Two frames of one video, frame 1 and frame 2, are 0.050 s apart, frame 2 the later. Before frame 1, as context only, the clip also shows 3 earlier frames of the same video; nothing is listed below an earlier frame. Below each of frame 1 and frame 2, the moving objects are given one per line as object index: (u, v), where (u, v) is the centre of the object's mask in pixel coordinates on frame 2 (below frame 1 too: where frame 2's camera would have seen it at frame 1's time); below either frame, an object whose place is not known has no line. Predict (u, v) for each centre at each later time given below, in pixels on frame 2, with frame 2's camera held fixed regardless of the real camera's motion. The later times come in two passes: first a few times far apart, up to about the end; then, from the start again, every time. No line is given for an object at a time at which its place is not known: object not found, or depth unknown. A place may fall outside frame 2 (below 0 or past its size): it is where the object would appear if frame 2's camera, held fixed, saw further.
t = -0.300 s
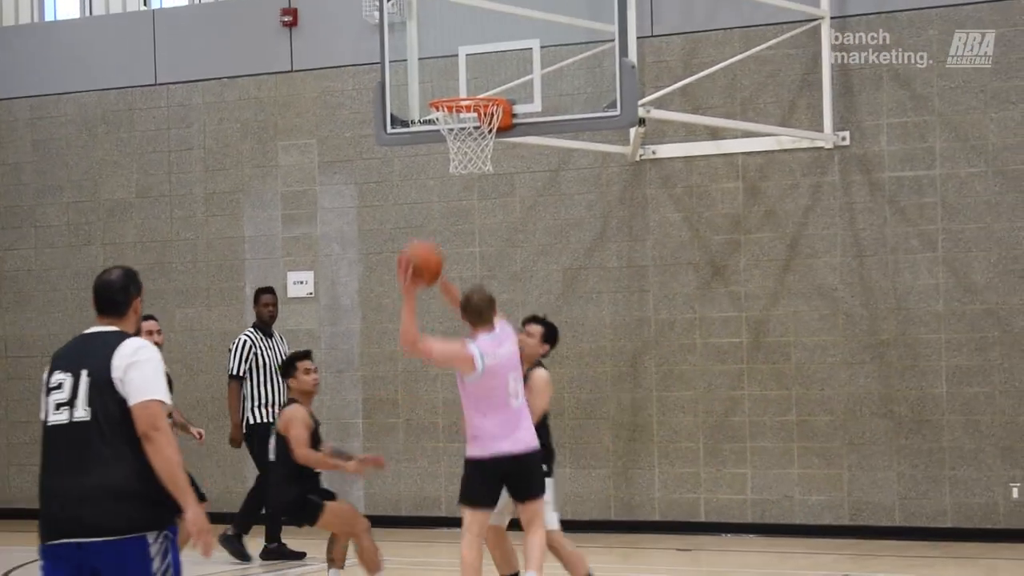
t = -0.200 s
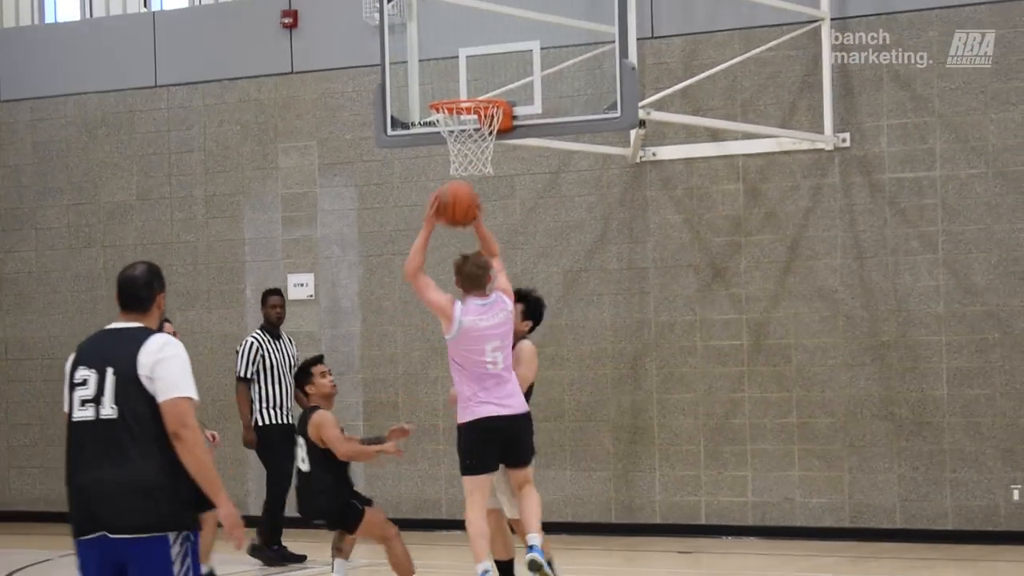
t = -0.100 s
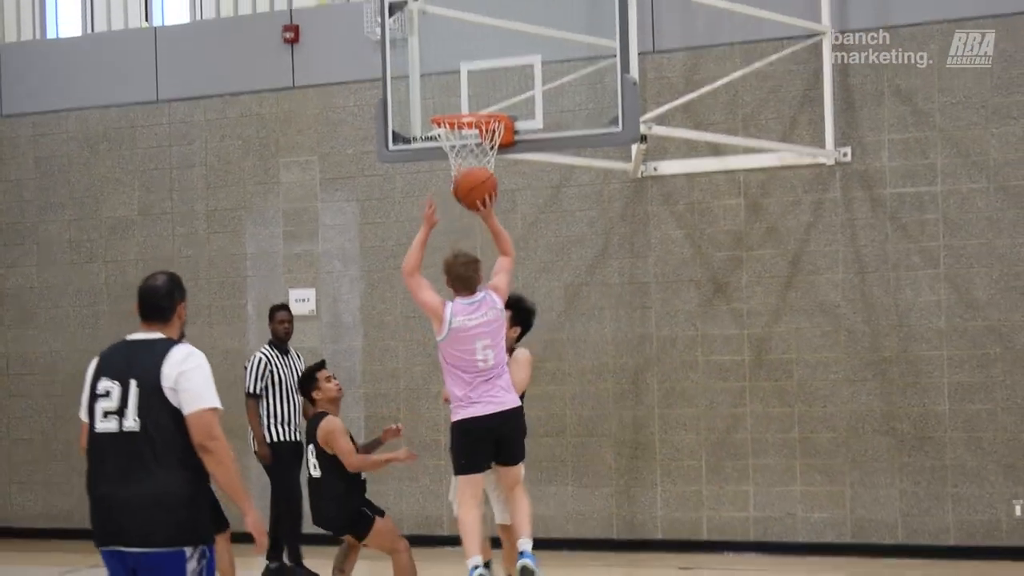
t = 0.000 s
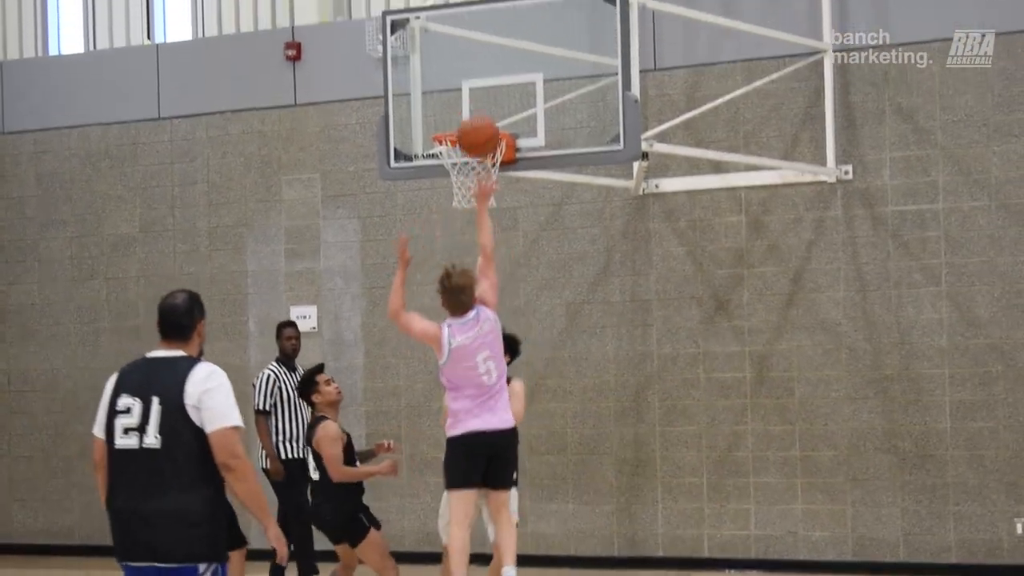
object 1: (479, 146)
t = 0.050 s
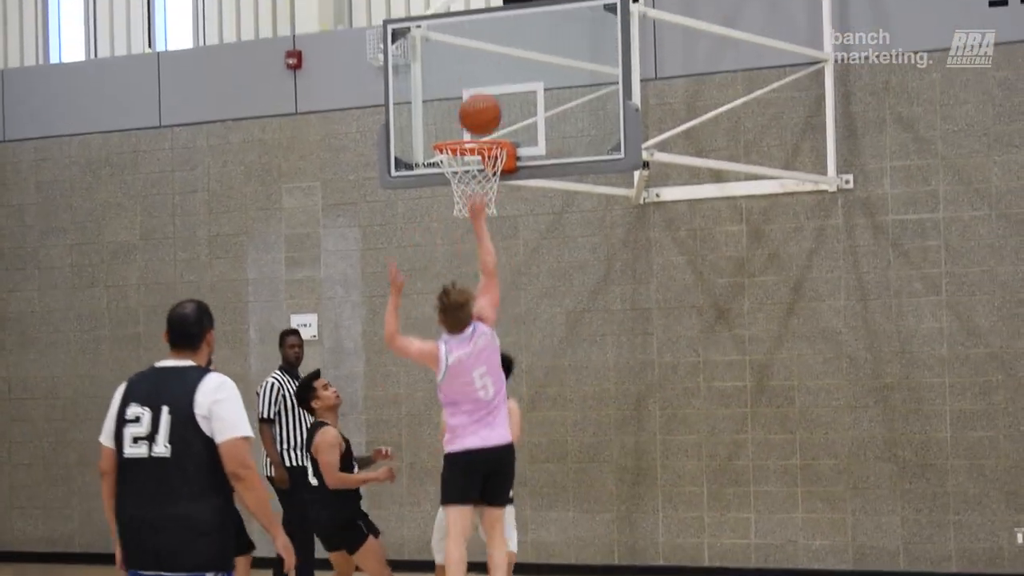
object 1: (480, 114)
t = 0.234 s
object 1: (485, 45)
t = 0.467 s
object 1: (493, 41)
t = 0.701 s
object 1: (496, 116)
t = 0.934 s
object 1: (450, 184)
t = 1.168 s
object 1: (454, 239)
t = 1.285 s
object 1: (456, 299)
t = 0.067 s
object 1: (480, 106)
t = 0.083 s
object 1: (480, 97)
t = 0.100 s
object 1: (481, 89)
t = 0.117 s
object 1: (481, 82)
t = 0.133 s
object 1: (482, 75)
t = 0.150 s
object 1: (482, 69)
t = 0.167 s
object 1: (483, 63)
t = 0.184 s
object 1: (483, 57)
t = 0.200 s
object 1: (484, 53)
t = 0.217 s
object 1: (484, 49)
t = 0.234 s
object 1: (485, 45)
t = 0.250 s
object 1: (485, 42)
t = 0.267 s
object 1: (486, 39)
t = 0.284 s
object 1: (486, 36)
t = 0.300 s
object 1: (487, 34)
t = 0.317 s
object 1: (488, 33)
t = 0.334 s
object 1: (488, 32)
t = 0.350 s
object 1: (489, 32)
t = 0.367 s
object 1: (490, 32)
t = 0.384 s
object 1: (490, 32)
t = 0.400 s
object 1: (491, 33)
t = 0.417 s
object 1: (491, 35)
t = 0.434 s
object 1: (492, 37)
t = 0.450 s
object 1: (493, 39)
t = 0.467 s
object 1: (493, 41)
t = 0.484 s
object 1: (494, 44)
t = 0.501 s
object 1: (494, 48)
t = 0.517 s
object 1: (495, 52)
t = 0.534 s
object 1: (496, 56)
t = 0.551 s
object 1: (496, 60)
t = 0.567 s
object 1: (497, 66)
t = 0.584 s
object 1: (497, 71)
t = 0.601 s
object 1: (498, 77)
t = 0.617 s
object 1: (499, 84)
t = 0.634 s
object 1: (499, 91)
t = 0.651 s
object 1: (500, 98)
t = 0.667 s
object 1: (501, 105)
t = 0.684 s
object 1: (500, 112)
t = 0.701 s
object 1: (496, 116)
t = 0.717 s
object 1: (491, 121)
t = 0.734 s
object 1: (487, 126)
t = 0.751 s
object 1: (483, 128)
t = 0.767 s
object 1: (478, 131)
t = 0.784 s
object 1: (473, 134)
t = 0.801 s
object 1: (470, 137)
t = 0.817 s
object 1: (468, 162)
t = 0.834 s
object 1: (459, 168)
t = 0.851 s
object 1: (456, 177)
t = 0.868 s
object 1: (452, 181)
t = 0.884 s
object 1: (451, 183)
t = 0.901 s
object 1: (451, 183)
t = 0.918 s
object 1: (451, 184)
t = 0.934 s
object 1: (450, 184)
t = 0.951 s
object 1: (451, 185)
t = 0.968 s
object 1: (451, 194)
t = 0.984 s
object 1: (451, 194)
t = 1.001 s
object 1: (451, 195)
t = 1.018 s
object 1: (452, 197)
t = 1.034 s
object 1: (451, 199)
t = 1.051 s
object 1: (452, 202)
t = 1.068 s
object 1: (452, 205)
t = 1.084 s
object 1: (452, 210)
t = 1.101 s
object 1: (452, 215)
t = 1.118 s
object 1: (453, 220)
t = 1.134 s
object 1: (453, 226)
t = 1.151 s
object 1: (454, 233)
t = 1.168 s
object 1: (454, 239)
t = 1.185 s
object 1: (454, 247)
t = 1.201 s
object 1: (455, 254)
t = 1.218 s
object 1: (455, 263)
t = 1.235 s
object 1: (456, 271)
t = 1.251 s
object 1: (456, 280)
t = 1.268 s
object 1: (456, 290)
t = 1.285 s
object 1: (456, 299)
